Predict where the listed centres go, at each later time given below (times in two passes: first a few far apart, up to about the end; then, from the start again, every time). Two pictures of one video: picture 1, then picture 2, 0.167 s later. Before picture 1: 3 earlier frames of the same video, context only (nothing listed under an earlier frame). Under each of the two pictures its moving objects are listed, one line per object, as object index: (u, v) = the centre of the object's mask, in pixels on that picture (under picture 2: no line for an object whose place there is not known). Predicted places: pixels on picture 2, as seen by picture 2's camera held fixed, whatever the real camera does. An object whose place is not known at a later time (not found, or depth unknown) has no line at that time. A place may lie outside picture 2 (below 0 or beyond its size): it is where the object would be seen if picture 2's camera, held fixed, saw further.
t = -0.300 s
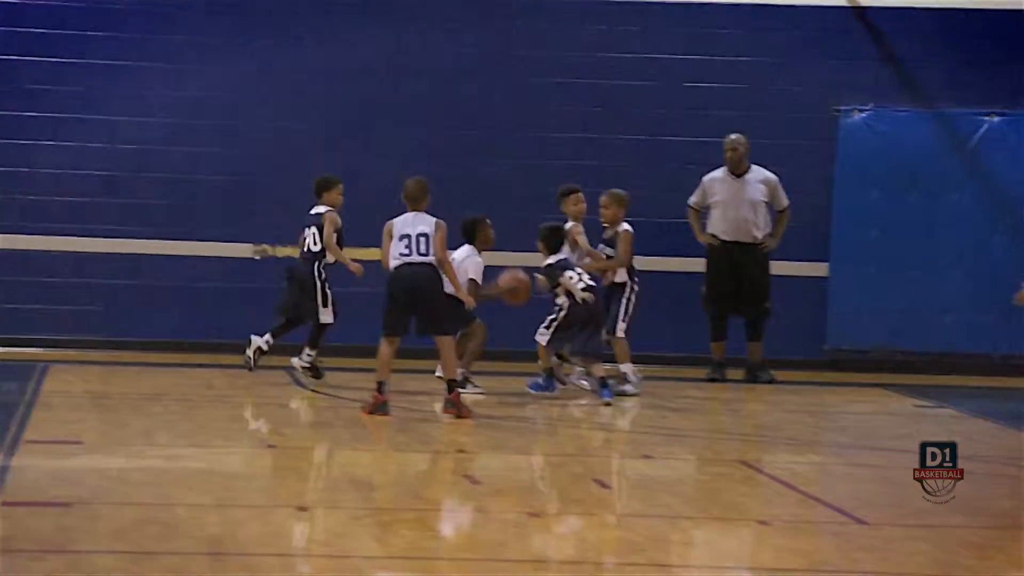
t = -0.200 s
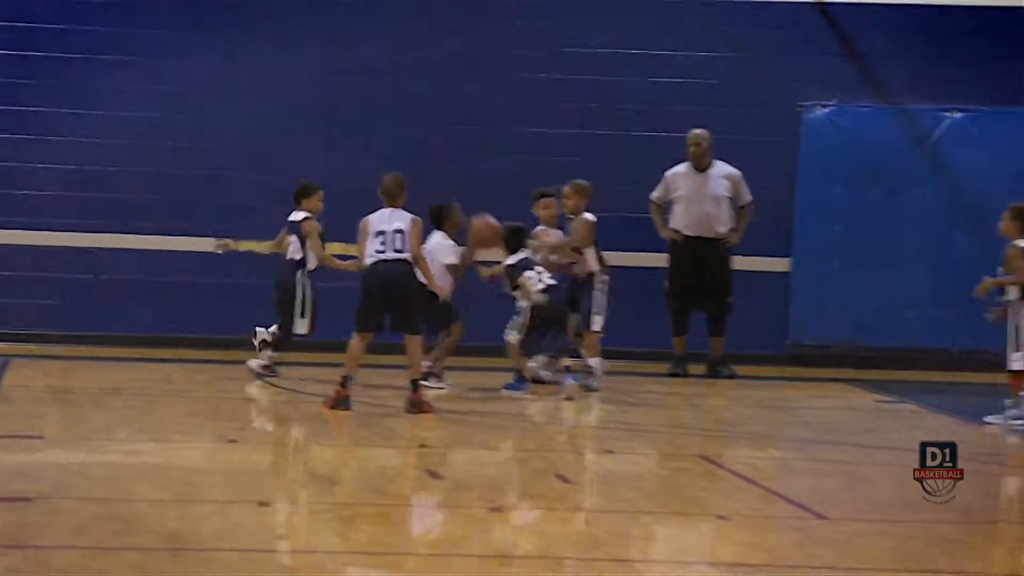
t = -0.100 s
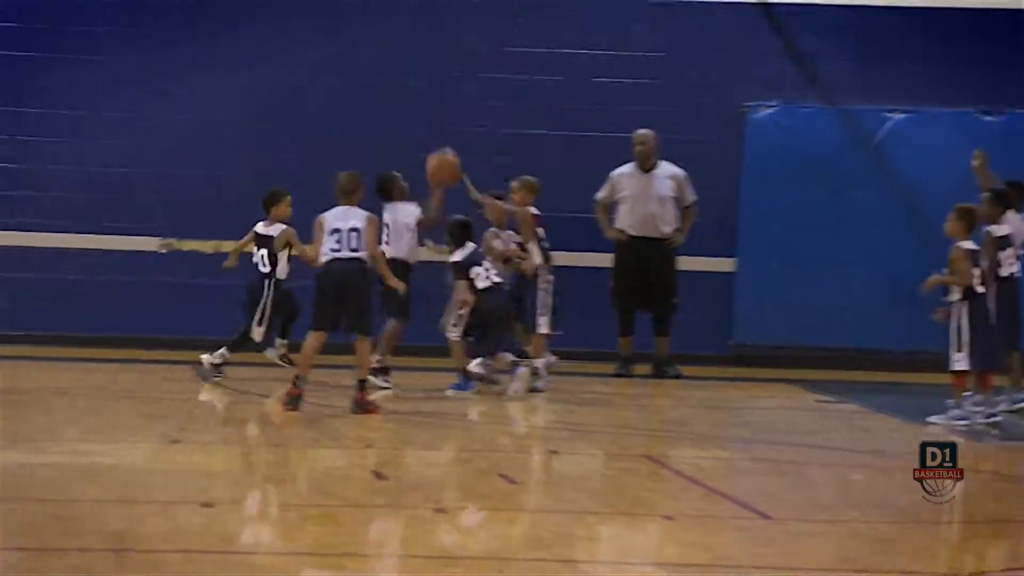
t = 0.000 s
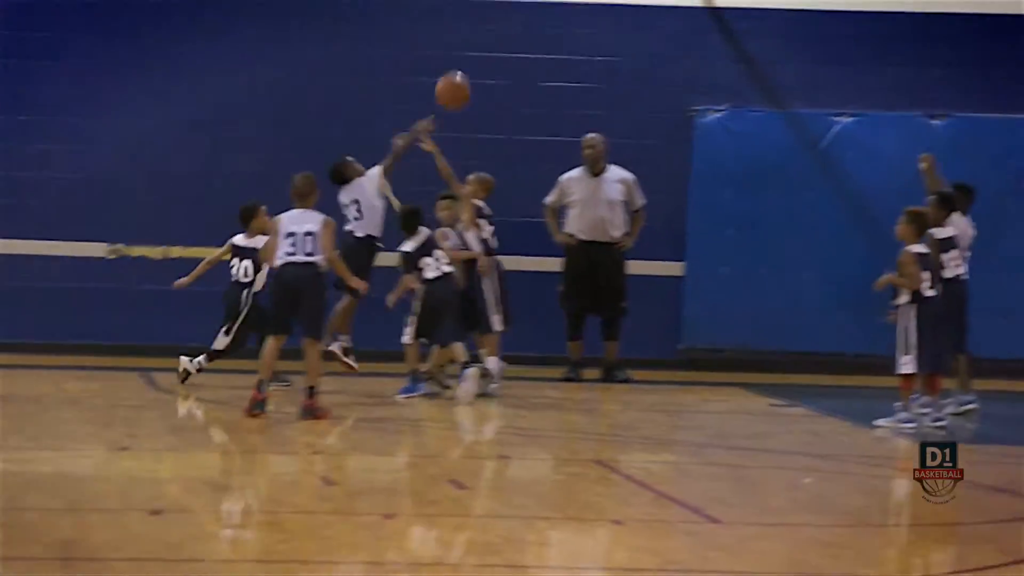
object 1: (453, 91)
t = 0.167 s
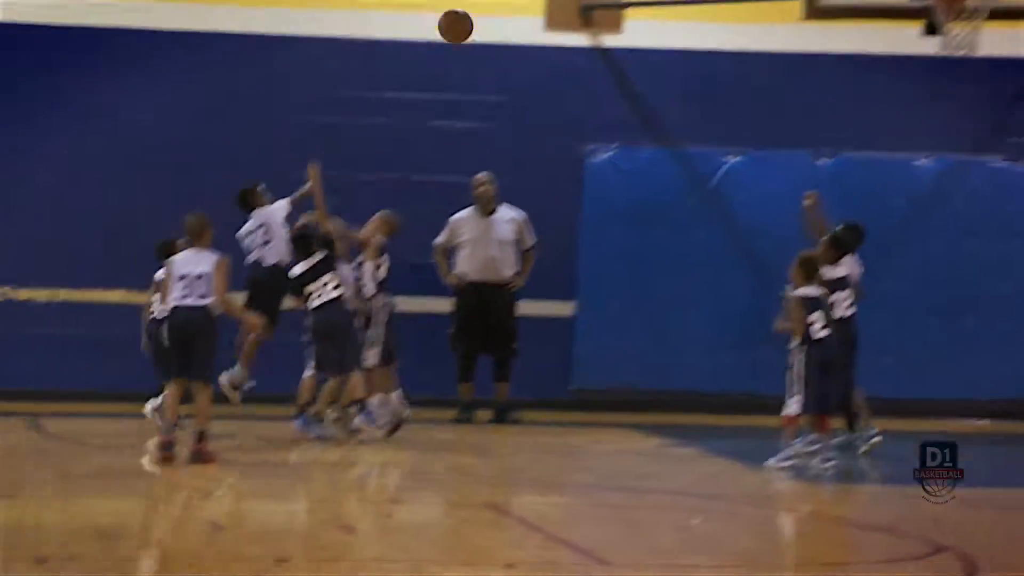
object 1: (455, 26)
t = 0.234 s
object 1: (498, -4)
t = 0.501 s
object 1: (666, -62)
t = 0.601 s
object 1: (729, -56)
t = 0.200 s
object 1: (477, 10)
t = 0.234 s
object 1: (498, -4)
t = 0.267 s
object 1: (518, -17)
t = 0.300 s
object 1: (539, -28)
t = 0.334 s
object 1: (560, -38)
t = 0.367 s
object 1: (581, -46)
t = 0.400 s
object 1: (603, -53)
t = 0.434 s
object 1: (624, -57)
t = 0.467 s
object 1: (645, -61)
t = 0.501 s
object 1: (666, -62)
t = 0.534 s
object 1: (687, -61)
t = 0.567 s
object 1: (708, -59)
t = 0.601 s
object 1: (729, -56)
